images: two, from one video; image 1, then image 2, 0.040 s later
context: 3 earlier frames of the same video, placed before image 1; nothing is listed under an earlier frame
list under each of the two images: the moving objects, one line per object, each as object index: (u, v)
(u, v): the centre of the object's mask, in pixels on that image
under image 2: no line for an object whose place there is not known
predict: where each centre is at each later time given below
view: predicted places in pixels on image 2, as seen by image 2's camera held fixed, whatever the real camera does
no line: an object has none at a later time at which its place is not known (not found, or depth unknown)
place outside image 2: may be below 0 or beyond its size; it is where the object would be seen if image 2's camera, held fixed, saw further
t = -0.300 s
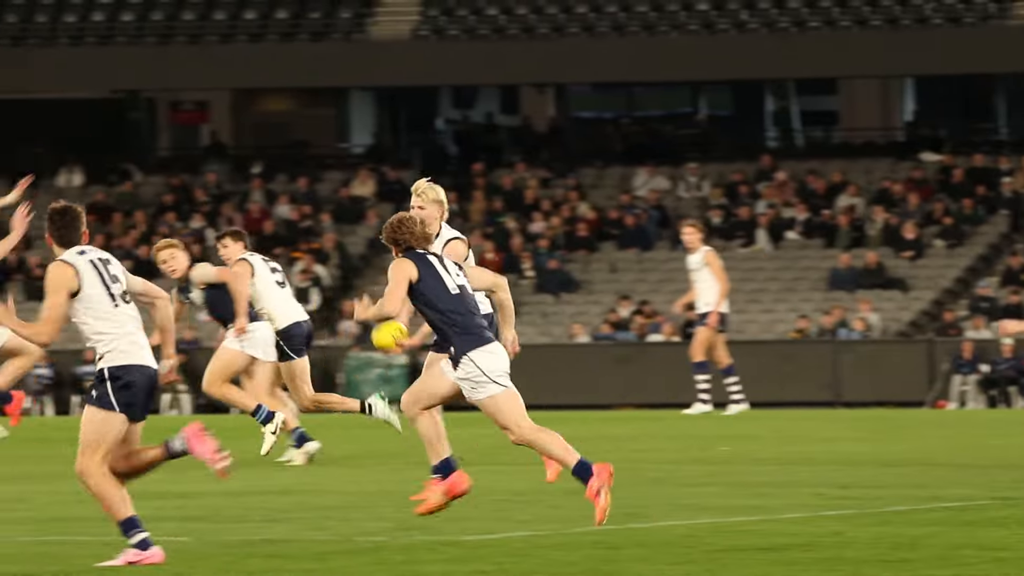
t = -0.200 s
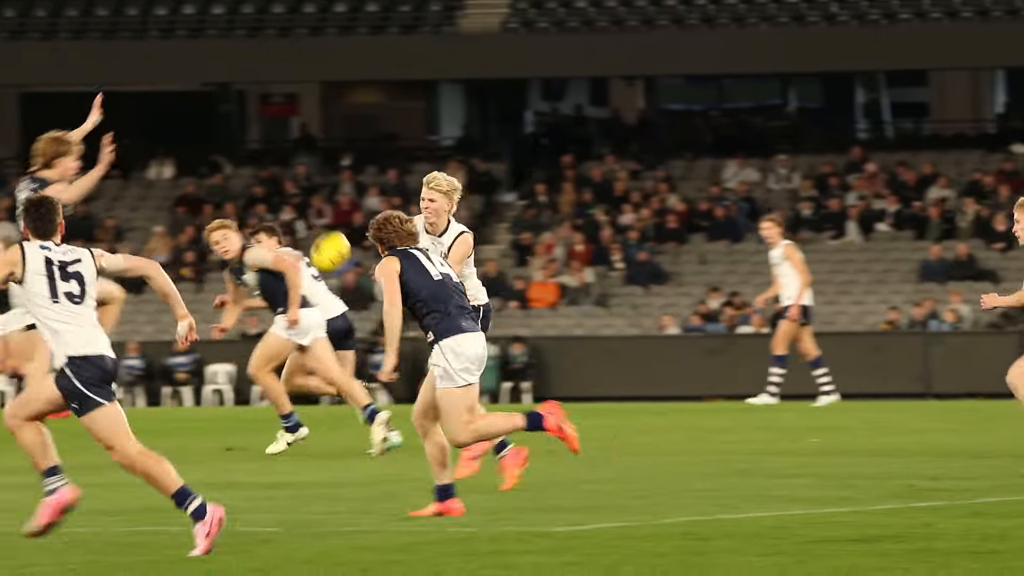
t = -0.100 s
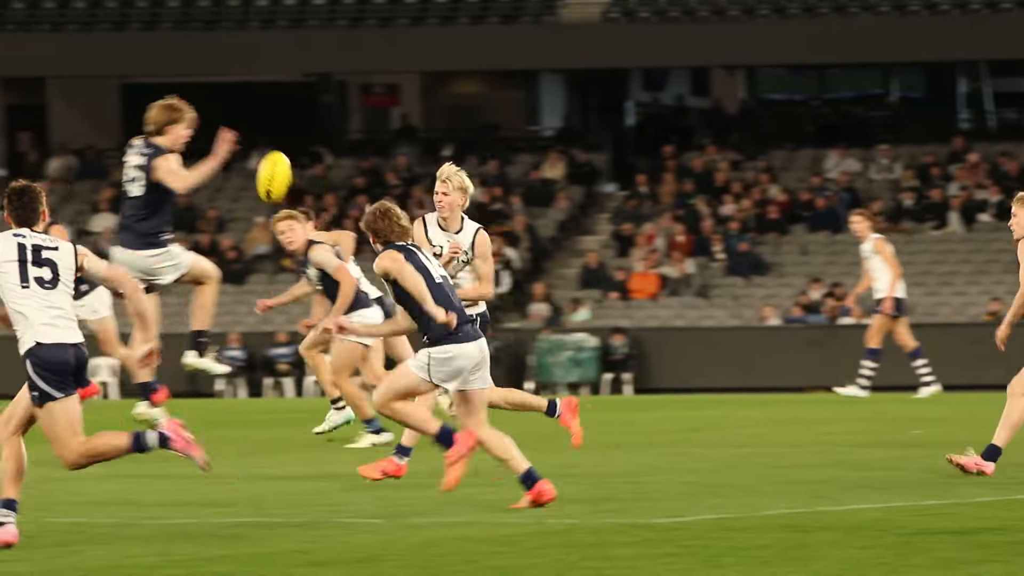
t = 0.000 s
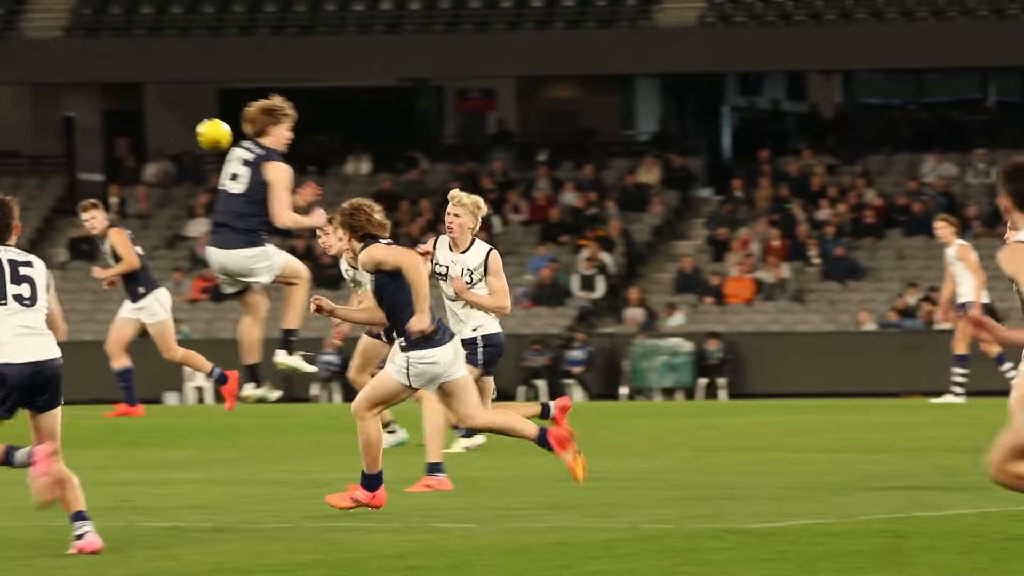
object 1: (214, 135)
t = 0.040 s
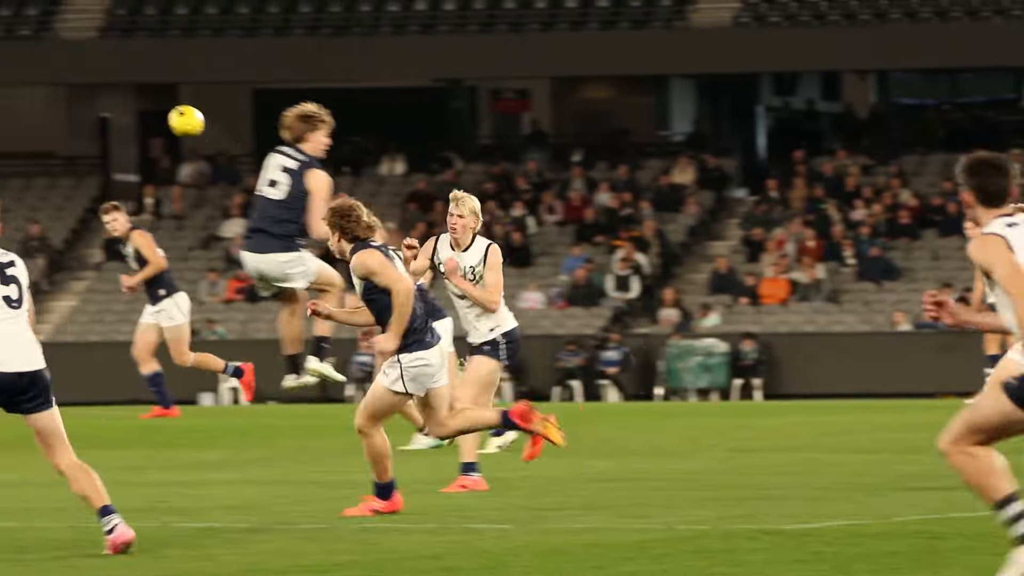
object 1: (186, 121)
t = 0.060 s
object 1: (155, 116)
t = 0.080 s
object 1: (122, 109)
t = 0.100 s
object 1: (90, 104)
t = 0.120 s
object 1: (58, 100)
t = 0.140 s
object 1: (26, 96)
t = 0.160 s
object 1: (-7, 93)
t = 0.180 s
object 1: (-39, 89)
